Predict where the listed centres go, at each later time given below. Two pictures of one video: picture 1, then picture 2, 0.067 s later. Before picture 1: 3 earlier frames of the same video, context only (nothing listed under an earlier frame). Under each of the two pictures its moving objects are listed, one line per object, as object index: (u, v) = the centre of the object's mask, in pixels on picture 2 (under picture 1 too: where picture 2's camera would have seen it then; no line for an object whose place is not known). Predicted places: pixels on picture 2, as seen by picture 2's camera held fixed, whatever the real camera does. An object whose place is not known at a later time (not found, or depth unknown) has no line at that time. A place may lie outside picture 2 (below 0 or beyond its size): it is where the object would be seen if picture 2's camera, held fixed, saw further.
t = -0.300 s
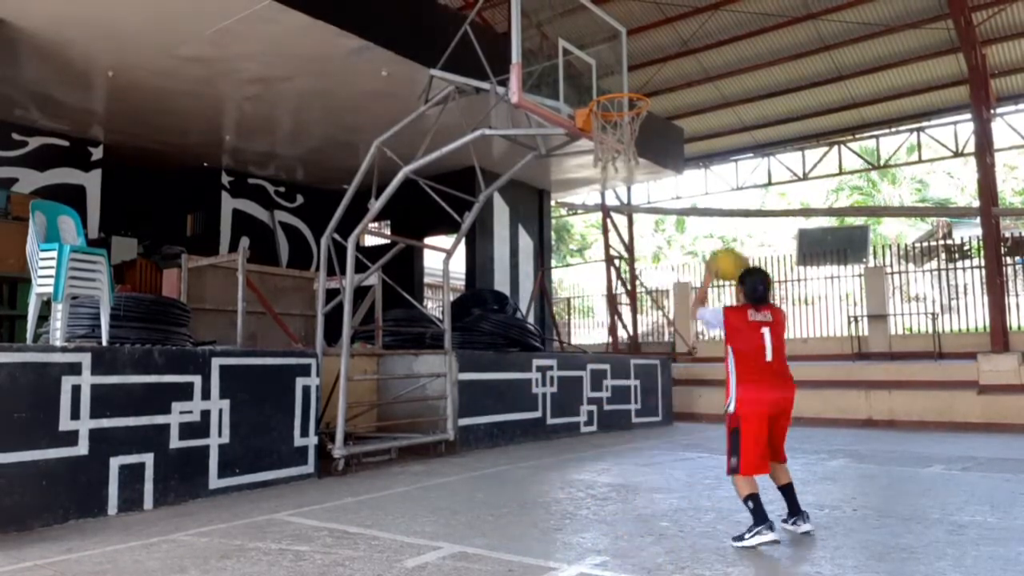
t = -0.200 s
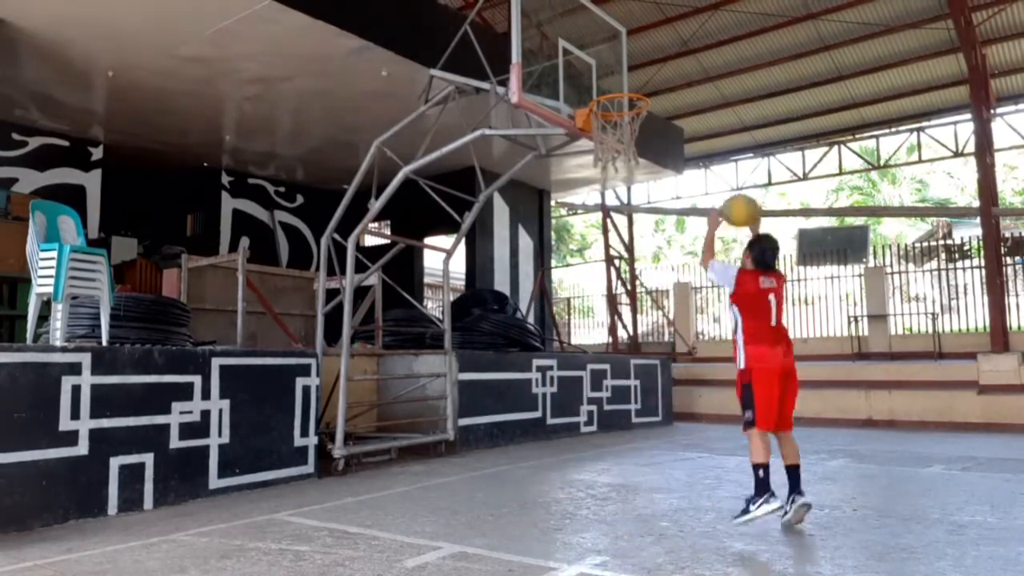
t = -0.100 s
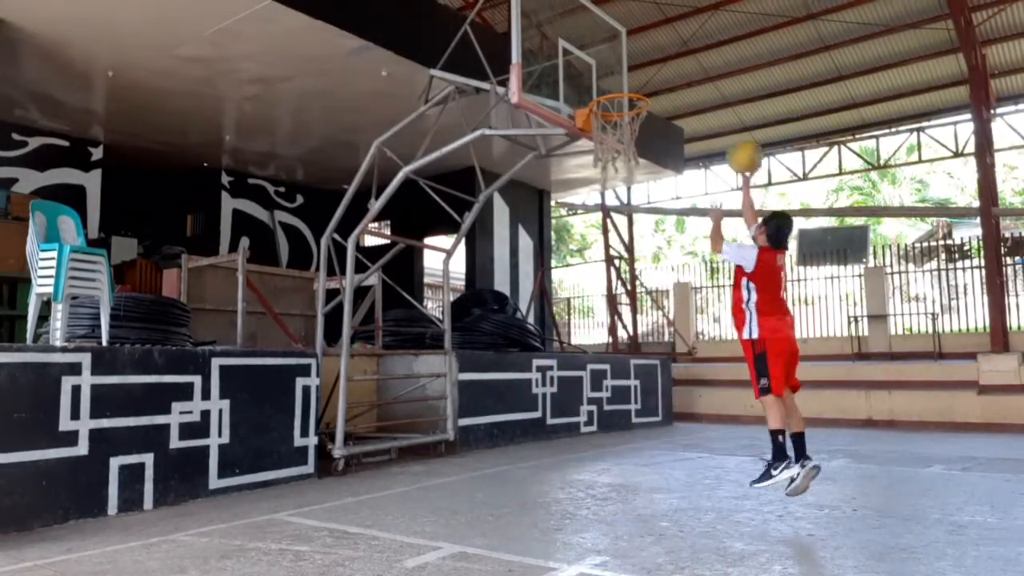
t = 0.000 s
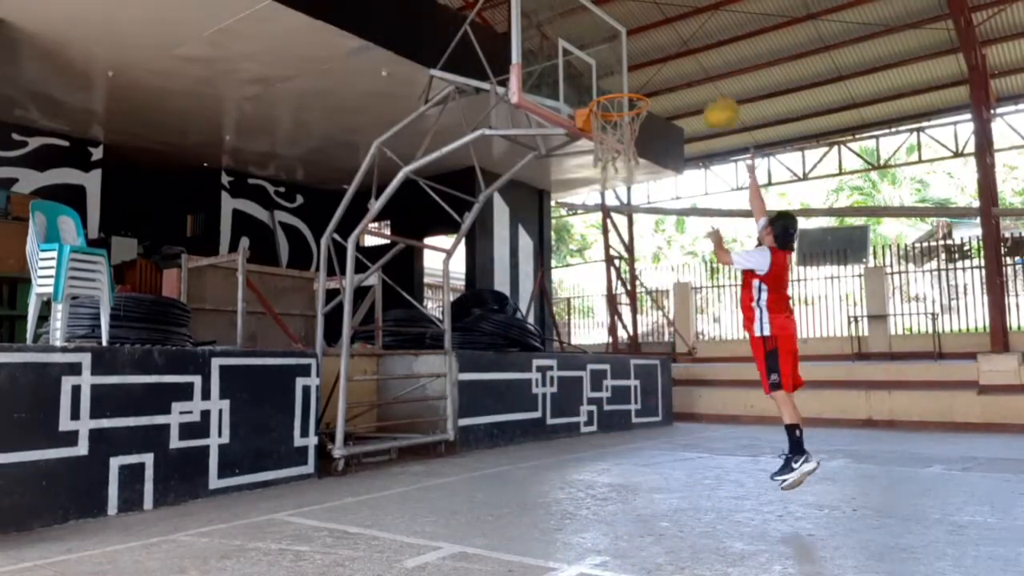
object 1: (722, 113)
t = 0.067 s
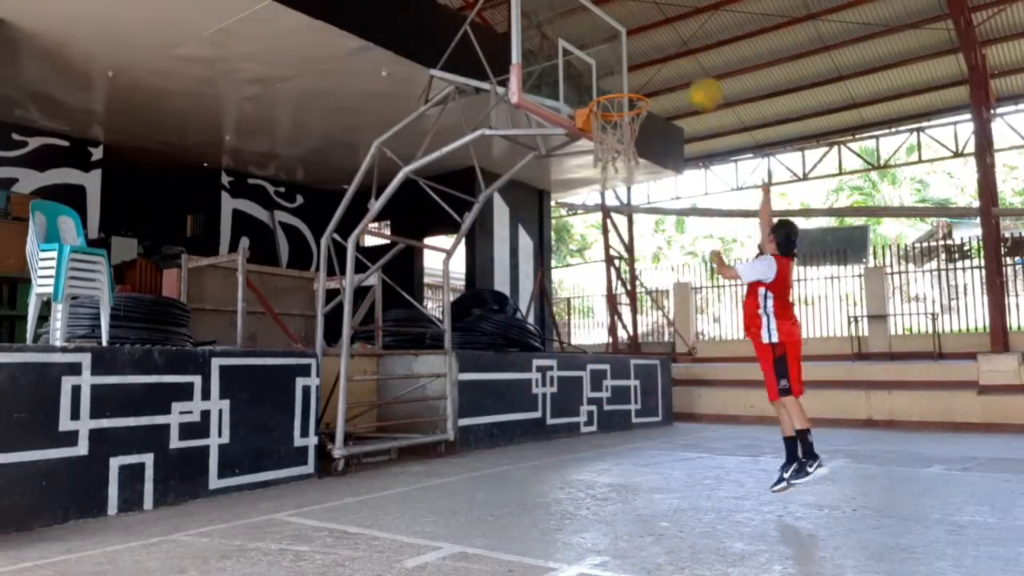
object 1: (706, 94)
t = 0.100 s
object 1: (698, 87)
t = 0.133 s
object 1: (691, 81)
